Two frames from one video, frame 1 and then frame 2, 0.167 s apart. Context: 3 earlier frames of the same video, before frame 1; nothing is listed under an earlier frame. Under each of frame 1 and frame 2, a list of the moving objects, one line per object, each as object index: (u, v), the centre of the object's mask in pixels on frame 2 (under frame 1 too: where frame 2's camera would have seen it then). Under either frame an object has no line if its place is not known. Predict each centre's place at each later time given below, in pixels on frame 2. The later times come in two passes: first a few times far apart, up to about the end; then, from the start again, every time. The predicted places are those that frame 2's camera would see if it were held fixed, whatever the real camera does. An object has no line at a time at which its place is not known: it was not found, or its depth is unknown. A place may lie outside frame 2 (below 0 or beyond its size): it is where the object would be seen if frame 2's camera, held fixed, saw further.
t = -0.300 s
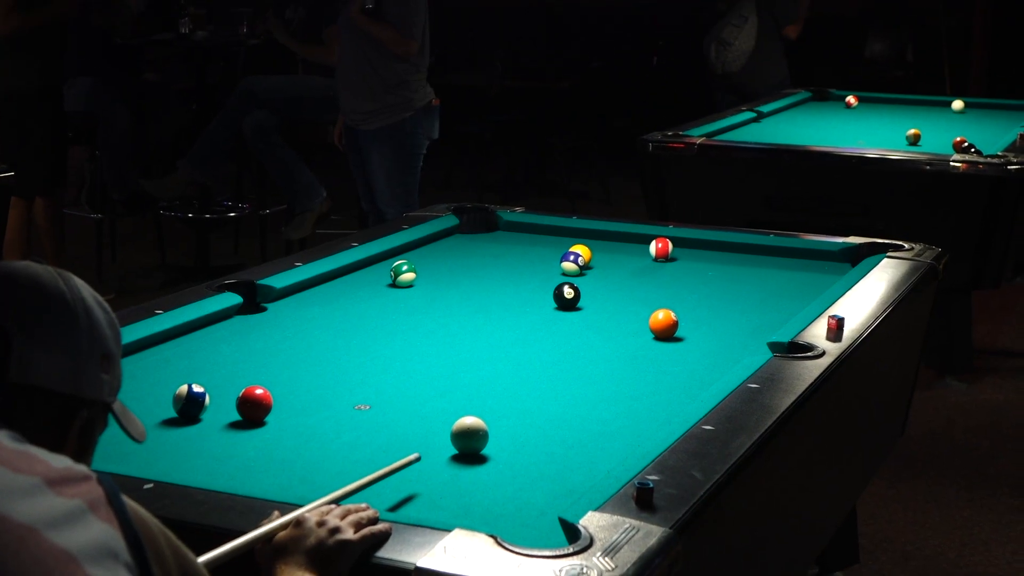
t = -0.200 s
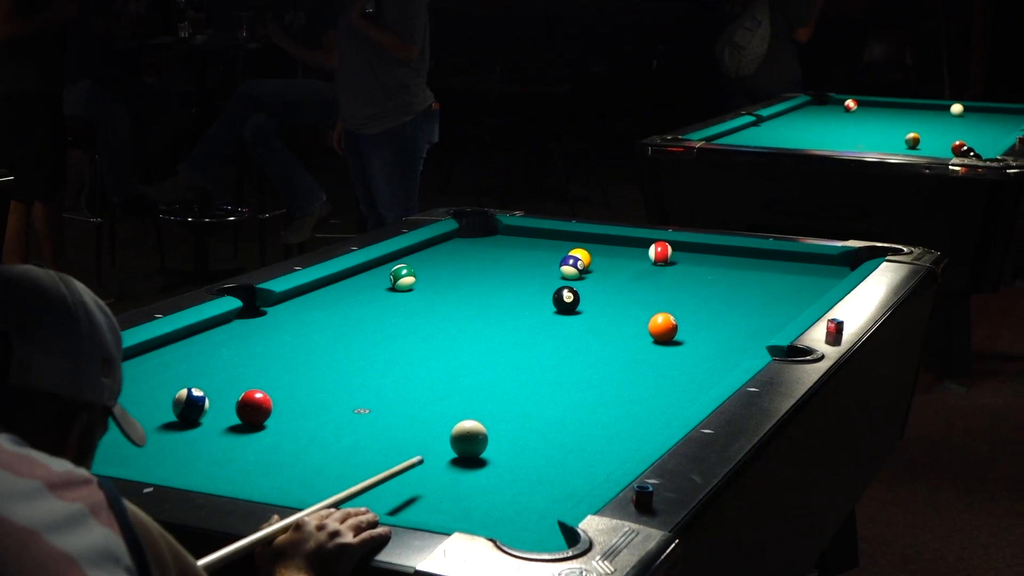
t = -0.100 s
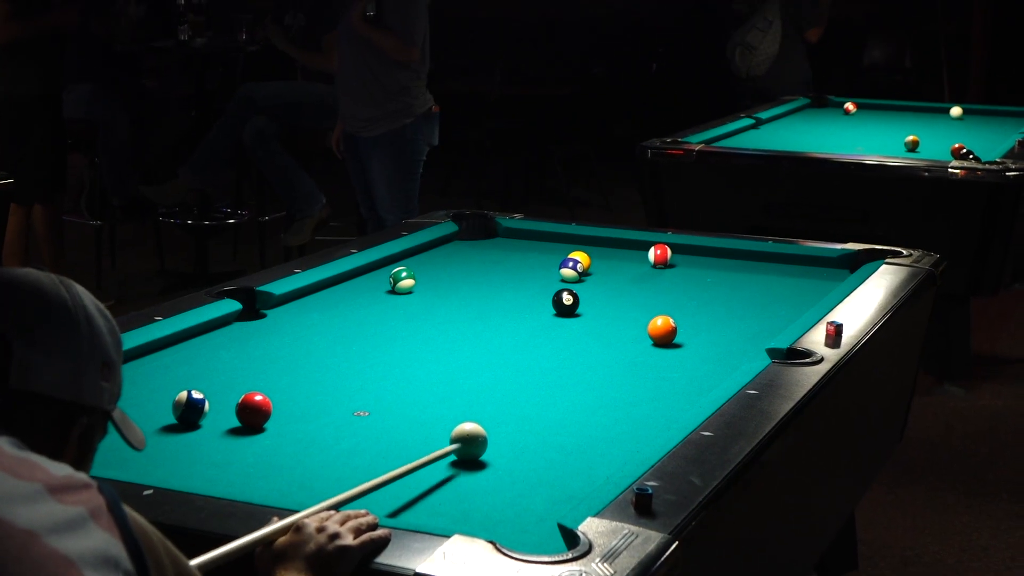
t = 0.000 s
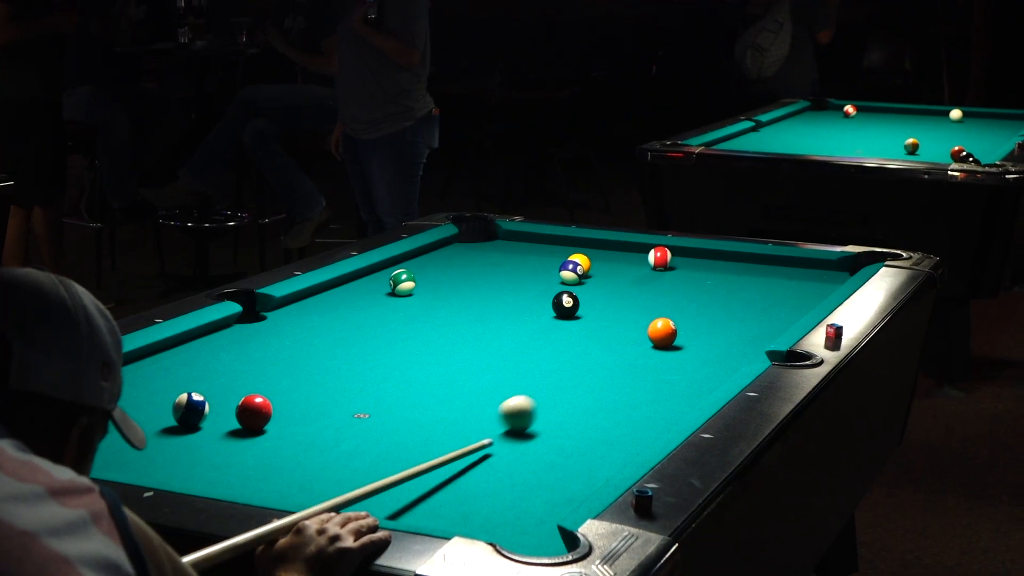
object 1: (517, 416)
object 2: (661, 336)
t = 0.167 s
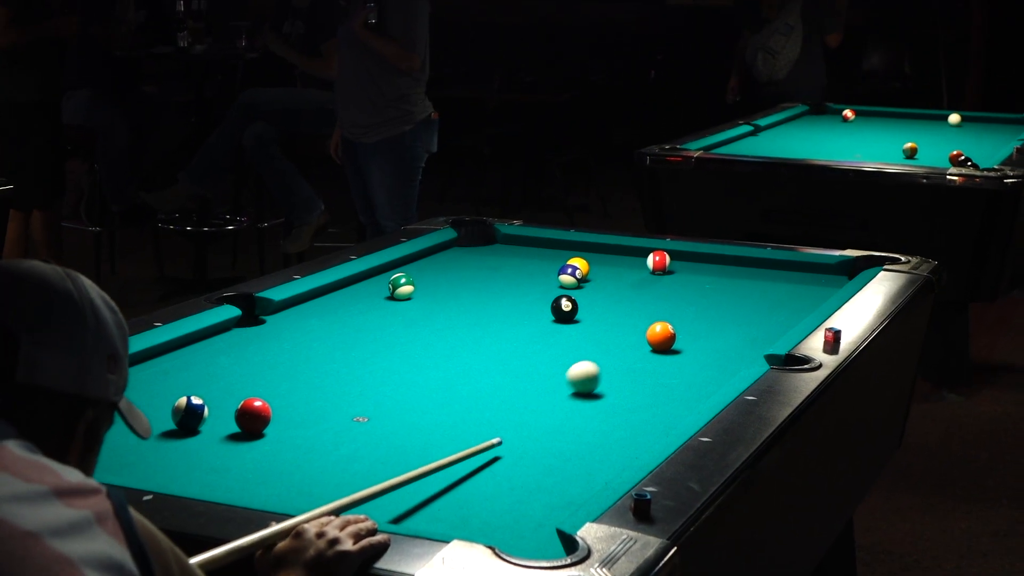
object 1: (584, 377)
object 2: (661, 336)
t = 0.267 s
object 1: (615, 359)
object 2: (661, 336)
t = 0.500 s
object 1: (636, 336)
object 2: (701, 322)
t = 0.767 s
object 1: (634, 322)
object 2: (759, 302)
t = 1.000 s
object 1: (632, 311)
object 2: (803, 287)
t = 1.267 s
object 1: (629, 301)
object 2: (846, 271)
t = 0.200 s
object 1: (594, 371)
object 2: (661, 336)
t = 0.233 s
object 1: (605, 364)
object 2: (661, 336)
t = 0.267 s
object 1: (615, 359)
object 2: (661, 336)
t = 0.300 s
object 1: (624, 353)
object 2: (661, 336)
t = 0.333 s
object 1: (633, 348)
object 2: (661, 336)
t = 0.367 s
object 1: (642, 343)
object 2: (664, 335)
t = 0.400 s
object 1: (642, 341)
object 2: (670, 332)
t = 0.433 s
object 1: (639, 340)
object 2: (681, 329)
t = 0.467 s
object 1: (638, 338)
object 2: (691, 325)
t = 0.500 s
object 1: (636, 336)
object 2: (701, 322)
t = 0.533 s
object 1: (636, 335)
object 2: (709, 319)
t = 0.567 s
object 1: (635, 333)
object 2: (717, 316)
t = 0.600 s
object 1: (635, 331)
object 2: (724, 314)
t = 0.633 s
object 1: (635, 329)
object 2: (731, 311)
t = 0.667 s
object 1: (634, 327)
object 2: (738, 309)
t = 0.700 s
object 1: (634, 326)
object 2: (745, 306)
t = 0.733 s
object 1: (634, 324)
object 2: (752, 304)
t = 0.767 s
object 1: (634, 322)
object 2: (759, 302)
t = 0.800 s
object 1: (633, 321)
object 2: (765, 299)
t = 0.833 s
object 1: (633, 319)
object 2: (772, 297)
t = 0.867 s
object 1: (633, 318)
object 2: (778, 295)
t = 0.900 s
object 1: (632, 316)
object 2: (785, 293)
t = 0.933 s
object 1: (632, 314)
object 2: (791, 291)
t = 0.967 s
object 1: (632, 313)
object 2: (797, 289)
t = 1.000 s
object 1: (632, 311)
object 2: (803, 287)
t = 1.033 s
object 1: (631, 310)
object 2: (809, 285)
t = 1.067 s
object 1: (631, 308)
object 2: (815, 283)
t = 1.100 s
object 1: (631, 307)
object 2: (820, 281)
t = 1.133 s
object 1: (630, 306)
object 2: (826, 279)
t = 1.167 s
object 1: (630, 305)
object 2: (831, 277)
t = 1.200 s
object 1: (630, 303)
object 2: (836, 275)
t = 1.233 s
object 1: (629, 302)
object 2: (841, 273)
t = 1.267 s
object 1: (629, 301)
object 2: (846, 271)
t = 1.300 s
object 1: (629, 299)
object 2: (851, 269)
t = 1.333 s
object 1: (629, 298)
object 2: (855, 267)
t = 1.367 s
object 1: (628, 297)
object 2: (859, 268)
